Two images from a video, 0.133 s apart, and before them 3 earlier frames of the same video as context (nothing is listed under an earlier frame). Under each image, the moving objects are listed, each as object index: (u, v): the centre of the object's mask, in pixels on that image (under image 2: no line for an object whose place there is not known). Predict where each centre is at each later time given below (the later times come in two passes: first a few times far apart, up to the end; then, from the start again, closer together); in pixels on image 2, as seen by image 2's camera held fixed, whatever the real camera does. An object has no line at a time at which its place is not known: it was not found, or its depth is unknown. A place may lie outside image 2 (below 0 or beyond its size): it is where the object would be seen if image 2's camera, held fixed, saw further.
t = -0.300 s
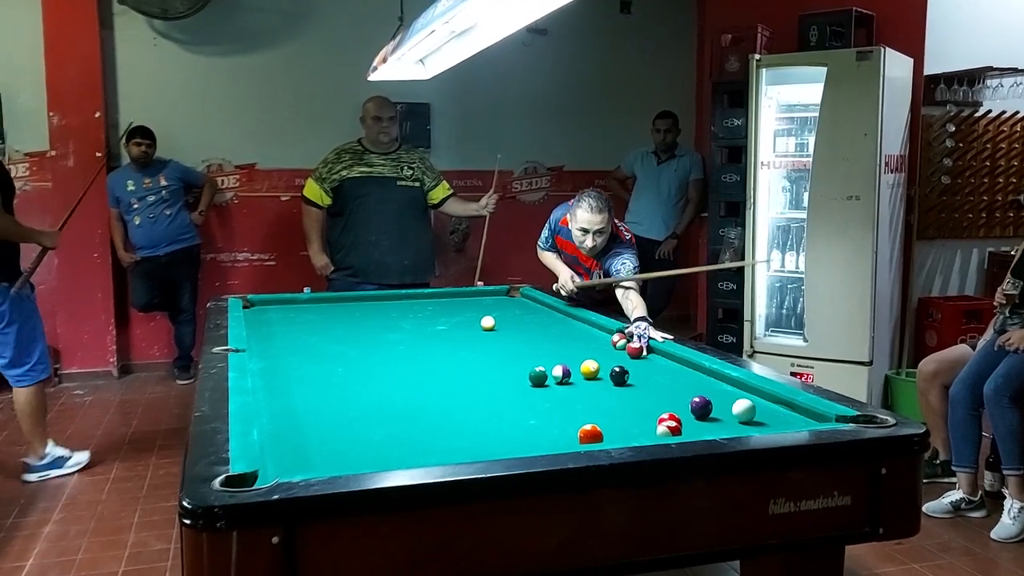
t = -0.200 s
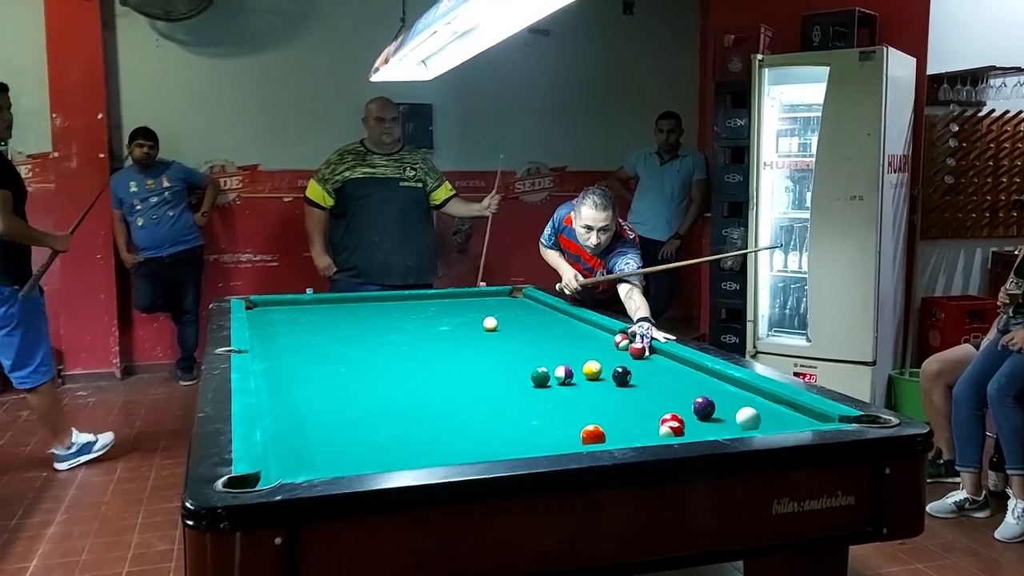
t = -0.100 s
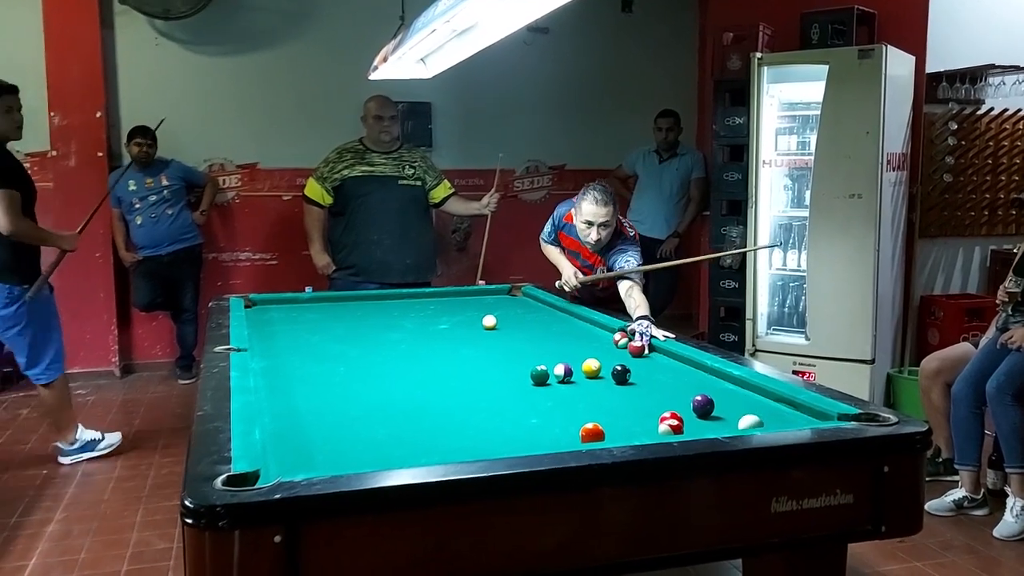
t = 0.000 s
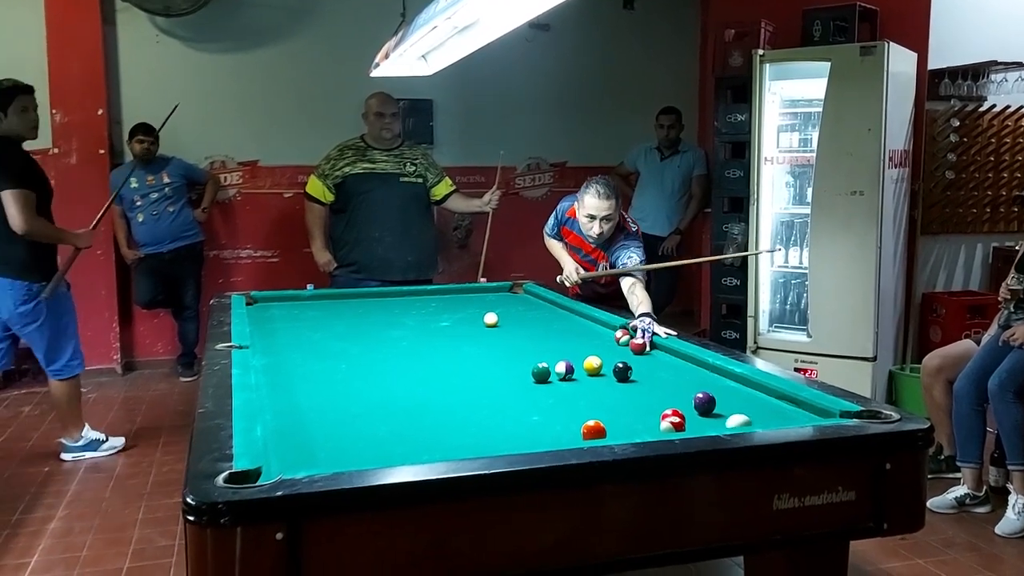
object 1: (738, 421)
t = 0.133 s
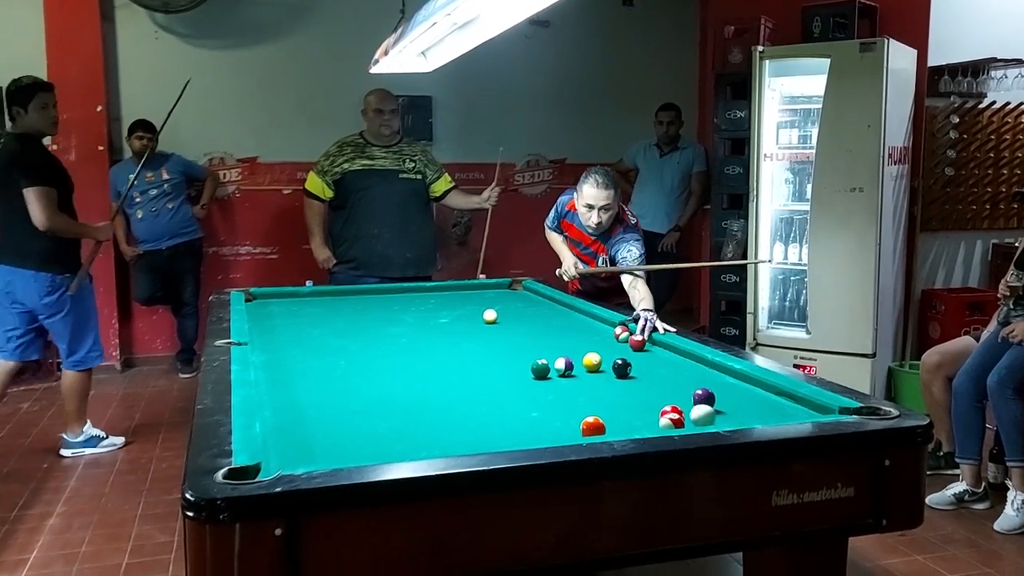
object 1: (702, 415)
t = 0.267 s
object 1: (682, 408)
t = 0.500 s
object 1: (652, 398)
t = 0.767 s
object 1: (622, 386)
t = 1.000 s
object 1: (599, 377)
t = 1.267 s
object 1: (577, 369)
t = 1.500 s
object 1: (564, 365)
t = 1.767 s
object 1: (558, 366)
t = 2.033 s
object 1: (558, 366)
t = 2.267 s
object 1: (558, 366)
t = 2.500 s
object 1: (557, 366)
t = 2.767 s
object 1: (557, 366)
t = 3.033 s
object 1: (557, 366)
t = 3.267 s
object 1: (557, 366)
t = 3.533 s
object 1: (557, 366)
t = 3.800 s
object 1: (553, 361)
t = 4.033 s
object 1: (553, 362)
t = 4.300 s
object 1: (554, 363)
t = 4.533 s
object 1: (553, 360)
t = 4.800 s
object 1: (553, 361)
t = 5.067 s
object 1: (557, 366)
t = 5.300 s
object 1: (557, 366)
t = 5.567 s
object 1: (554, 364)
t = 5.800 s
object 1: (557, 366)
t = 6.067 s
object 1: (557, 366)
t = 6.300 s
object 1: (557, 366)
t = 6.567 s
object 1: (555, 365)
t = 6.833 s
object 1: (553, 360)
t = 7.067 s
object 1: (554, 360)
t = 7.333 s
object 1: (554, 362)
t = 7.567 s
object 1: (555, 363)
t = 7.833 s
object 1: (556, 362)
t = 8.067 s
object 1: (555, 360)
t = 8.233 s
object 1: (555, 361)
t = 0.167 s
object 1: (695, 414)
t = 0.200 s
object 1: (691, 413)
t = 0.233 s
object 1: (687, 410)
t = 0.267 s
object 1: (682, 408)
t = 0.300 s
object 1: (677, 406)
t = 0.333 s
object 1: (673, 404)
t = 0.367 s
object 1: (669, 403)
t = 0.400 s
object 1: (665, 402)
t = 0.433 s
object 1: (660, 401)
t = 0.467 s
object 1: (656, 399)
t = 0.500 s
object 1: (652, 398)
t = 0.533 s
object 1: (648, 397)
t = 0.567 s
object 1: (645, 395)
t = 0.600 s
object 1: (640, 395)
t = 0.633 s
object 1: (637, 393)
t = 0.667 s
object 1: (633, 392)
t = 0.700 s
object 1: (629, 389)
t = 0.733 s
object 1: (626, 387)
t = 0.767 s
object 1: (622, 386)
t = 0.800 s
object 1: (619, 384)
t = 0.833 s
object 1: (615, 383)
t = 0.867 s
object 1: (612, 383)
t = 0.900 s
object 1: (609, 381)
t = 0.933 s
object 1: (605, 379)
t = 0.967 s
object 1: (602, 378)
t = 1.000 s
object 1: (599, 377)
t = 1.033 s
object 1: (596, 376)
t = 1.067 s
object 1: (593, 375)
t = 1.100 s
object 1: (590, 374)
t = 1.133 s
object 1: (588, 373)
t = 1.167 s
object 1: (585, 372)
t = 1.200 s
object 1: (582, 371)
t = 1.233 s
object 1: (579, 370)
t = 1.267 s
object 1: (577, 369)
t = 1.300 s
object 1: (574, 368)
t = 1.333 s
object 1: (572, 367)
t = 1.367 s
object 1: (569, 367)
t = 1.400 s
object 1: (567, 366)
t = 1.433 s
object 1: (567, 366)
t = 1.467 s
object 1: (565, 367)
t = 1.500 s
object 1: (564, 365)
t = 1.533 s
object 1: (563, 365)
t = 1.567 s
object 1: (562, 366)
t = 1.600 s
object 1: (561, 367)
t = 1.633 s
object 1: (559, 365)
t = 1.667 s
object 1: (559, 366)
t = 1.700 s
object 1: (559, 366)
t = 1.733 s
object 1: (559, 366)
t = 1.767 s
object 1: (558, 366)
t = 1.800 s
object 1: (558, 366)
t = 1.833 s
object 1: (558, 366)
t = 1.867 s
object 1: (558, 366)
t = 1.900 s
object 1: (558, 366)
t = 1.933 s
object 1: (558, 366)
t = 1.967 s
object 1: (558, 366)
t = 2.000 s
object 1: (558, 366)
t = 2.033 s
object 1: (558, 366)
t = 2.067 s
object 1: (558, 366)
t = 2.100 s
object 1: (558, 366)
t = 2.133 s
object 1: (558, 366)
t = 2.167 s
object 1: (558, 366)
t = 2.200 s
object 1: (558, 366)
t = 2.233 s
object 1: (558, 366)
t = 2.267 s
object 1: (558, 366)
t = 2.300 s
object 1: (558, 366)
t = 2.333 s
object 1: (557, 366)
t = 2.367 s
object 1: (557, 366)
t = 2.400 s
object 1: (557, 366)
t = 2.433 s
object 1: (557, 366)
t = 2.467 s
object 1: (557, 366)
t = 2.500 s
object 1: (557, 366)
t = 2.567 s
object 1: (557, 366)
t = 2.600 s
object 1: (557, 366)
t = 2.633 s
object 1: (557, 366)
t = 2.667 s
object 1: (557, 366)
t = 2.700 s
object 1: (557, 367)
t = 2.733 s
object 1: (557, 366)
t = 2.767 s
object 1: (557, 366)
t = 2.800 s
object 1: (558, 366)
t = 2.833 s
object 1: (557, 366)
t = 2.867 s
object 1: (557, 366)
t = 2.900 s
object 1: (557, 366)
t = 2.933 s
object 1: (557, 366)
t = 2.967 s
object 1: (557, 366)
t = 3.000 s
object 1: (557, 366)
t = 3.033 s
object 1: (557, 366)
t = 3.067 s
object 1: (557, 366)
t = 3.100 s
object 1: (558, 366)
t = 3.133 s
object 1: (558, 366)
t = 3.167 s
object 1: (557, 366)
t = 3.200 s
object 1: (557, 366)
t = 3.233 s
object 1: (557, 366)
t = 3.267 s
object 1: (557, 366)
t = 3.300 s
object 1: (557, 366)
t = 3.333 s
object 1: (557, 366)
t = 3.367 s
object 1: (557, 366)
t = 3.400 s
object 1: (557, 366)
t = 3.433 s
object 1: (557, 366)
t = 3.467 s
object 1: (557, 366)
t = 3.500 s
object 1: (557, 366)
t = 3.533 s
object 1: (557, 366)
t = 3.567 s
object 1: (554, 363)
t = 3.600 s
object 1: (558, 366)
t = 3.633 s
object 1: (558, 366)
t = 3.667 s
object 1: (557, 366)
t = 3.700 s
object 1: (557, 366)
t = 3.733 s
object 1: (553, 360)
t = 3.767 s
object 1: (553, 359)
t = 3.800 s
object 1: (553, 361)
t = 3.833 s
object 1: (553, 360)
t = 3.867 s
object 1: (553, 361)
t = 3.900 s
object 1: (553, 361)
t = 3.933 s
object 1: (553, 360)
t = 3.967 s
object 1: (553, 362)
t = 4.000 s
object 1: (554, 363)
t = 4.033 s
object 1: (553, 362)
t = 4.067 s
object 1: (554, 362)
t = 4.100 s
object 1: (554, 363)
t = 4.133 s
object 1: (554, 363)
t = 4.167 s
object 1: (555, 363)
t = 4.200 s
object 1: (556, 365)
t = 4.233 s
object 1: (554, 363)
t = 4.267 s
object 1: (555, 363)
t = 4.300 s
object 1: (554, 363)
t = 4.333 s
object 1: (553, 360)
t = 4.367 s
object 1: (553, 361)
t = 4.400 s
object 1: (553, 360)
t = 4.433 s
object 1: (553, 360)
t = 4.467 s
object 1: (553, 361)
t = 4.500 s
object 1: (553, 362)
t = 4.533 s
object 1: (553, 360)
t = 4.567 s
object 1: (553, 362)
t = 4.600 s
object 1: (553, 360)
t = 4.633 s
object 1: (553, 362)
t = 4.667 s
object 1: (554, 362)
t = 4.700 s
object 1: (553, 362)
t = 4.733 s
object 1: (553, 362)
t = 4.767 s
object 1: (553, 361)
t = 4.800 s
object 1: (553, 361)
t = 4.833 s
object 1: (553, 362)
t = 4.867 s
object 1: (557, 366)
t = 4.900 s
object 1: (557, 366)
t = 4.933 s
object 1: (554, 363)
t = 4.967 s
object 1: (554, 362)
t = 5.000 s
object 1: (556, 365)
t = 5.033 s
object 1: (557, 366)
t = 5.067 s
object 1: (557, 366)
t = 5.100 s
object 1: (557, 366)
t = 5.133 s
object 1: (557, 366)
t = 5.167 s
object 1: (557, 366)
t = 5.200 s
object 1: (556, 365)
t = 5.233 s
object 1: (557, 366)
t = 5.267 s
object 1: (557, 366)
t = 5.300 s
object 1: (557, 366)
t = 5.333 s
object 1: (557, 366)
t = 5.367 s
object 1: (557, 366)
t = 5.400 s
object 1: (557, 366)
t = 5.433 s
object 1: (557, 366)
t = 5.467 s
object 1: (557, 366)
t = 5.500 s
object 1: (557, 366)
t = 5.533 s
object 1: (557, 366)
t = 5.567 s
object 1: (554, 364)
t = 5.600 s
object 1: (557, 366)
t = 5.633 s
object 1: (557, 366)
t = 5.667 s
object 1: (557, 366)
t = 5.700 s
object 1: (557, 366)
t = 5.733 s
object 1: (557, 366)
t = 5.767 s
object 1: (557, 366)
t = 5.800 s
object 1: (557, 366)
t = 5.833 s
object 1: (557, 366)
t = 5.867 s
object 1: (557, 366)
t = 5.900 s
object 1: (557, 366)
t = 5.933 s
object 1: (557, 366)
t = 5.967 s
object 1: (557, 366)
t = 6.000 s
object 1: (557, 366)
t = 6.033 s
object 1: (557, 366)
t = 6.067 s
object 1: (557, 366)
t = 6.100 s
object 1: (557, 366)
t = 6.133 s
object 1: (557, 366)
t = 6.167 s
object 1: (557, 366)
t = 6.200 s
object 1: (557, 366)
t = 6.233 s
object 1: (557, 367)
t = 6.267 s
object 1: (557, 367)
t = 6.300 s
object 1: (557, 366)
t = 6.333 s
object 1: (557, 366)
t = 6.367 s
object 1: (557, 367)
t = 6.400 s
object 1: (558, 367)
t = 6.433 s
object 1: (557, 366)
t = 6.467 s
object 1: (558, 367)
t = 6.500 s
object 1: (553, 361)
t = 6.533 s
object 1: (556, 365)
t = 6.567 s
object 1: (555, 365)
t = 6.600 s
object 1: (554, 362)
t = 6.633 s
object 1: (557, 368)
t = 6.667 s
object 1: (557, 367)
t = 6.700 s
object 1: (557, 367)
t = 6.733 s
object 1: (555, 364)
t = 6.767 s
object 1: (558, 367)
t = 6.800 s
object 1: (553, 360)
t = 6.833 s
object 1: (553, 360)
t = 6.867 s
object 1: (558, 367)
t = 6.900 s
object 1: (558, 367)
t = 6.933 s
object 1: (553, 362)
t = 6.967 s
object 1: (553, 361)
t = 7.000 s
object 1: (554, 360)
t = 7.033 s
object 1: (558, 367)
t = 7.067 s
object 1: (554, 360)
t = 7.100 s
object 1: (554, 360)
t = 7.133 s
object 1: (553, 360)
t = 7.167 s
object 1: (554, 362)
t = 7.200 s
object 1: (554, 360)
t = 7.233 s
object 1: (554, 362)
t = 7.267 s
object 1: (554, 362)
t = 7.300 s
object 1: (554, 362)
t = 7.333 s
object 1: (554, 362)
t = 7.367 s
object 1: (554, 362)
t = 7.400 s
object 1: (554, 362)
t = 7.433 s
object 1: (555, 362)
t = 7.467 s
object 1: (555, 363)
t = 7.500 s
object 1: (554, 362)
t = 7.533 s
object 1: (555, 363)
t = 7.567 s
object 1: (555, 363)
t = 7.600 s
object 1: (555, 363)
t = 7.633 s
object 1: (555, 362)
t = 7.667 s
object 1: (555, 362)
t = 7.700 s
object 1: (556, 362)
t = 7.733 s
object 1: (555, 362)
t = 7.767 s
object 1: (555, 362)
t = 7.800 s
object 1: (555, 362)
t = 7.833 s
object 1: (556, 362)
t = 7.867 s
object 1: (555, 363)
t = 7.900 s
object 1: (555, 362)
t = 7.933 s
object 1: (555, 362)
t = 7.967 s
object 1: (555, 362)
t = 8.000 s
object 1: (555, 362)
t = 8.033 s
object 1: (555, 362)
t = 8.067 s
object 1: (555, 360)
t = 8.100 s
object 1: (555, 361)
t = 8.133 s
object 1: (555, 361)
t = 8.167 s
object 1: (555, 361)
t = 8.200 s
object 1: (555, 361)
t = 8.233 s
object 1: (555, 361)
